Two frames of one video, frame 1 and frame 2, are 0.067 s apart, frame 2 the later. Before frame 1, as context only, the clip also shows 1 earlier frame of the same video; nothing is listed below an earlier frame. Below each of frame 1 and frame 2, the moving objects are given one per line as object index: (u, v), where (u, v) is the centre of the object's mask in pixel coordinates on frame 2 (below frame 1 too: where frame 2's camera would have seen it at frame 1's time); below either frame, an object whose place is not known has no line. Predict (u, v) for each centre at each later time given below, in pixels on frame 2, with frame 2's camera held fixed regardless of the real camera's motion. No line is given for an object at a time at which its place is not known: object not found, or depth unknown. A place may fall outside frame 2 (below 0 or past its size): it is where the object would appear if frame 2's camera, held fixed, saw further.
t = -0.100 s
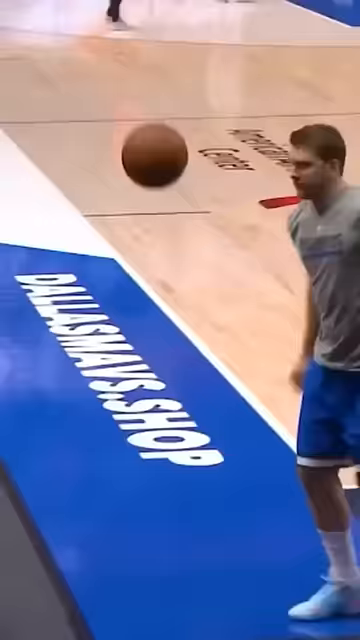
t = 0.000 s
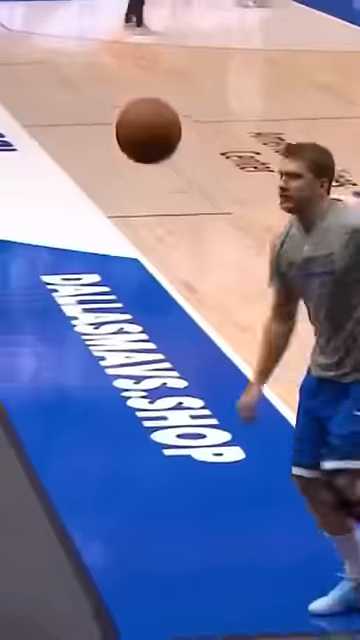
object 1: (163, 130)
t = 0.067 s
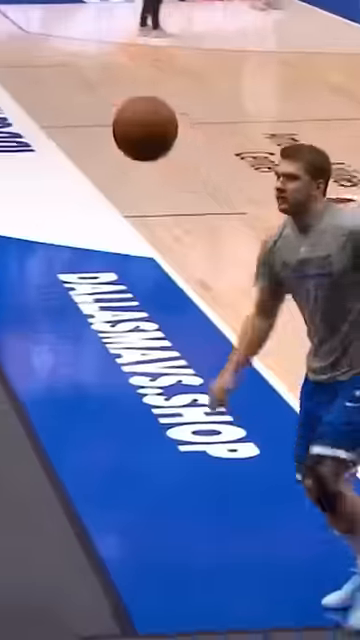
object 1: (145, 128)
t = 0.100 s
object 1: (135, 130)
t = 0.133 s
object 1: (126, 137)
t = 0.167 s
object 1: (116, 146)
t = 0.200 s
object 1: (107, 157)
